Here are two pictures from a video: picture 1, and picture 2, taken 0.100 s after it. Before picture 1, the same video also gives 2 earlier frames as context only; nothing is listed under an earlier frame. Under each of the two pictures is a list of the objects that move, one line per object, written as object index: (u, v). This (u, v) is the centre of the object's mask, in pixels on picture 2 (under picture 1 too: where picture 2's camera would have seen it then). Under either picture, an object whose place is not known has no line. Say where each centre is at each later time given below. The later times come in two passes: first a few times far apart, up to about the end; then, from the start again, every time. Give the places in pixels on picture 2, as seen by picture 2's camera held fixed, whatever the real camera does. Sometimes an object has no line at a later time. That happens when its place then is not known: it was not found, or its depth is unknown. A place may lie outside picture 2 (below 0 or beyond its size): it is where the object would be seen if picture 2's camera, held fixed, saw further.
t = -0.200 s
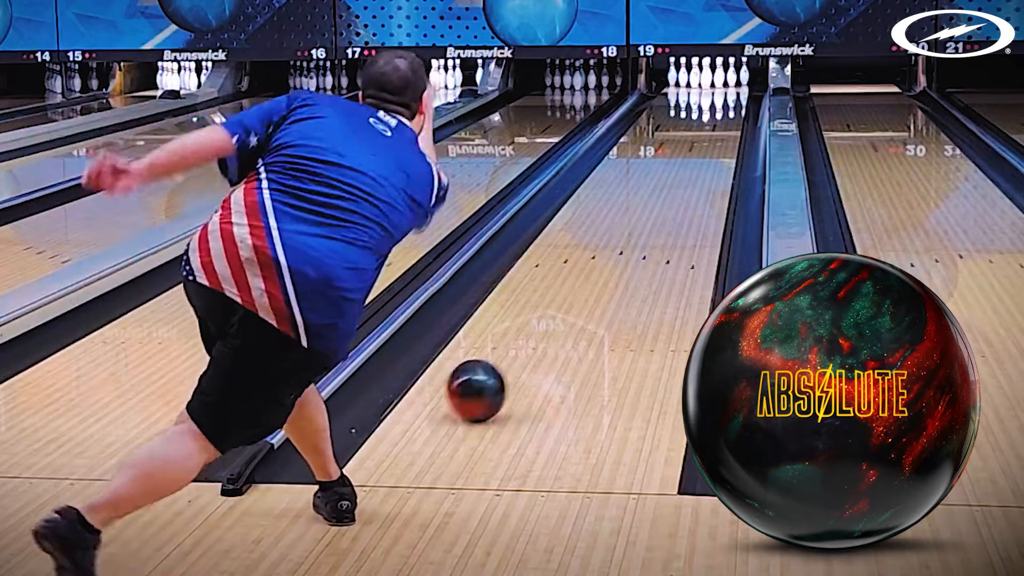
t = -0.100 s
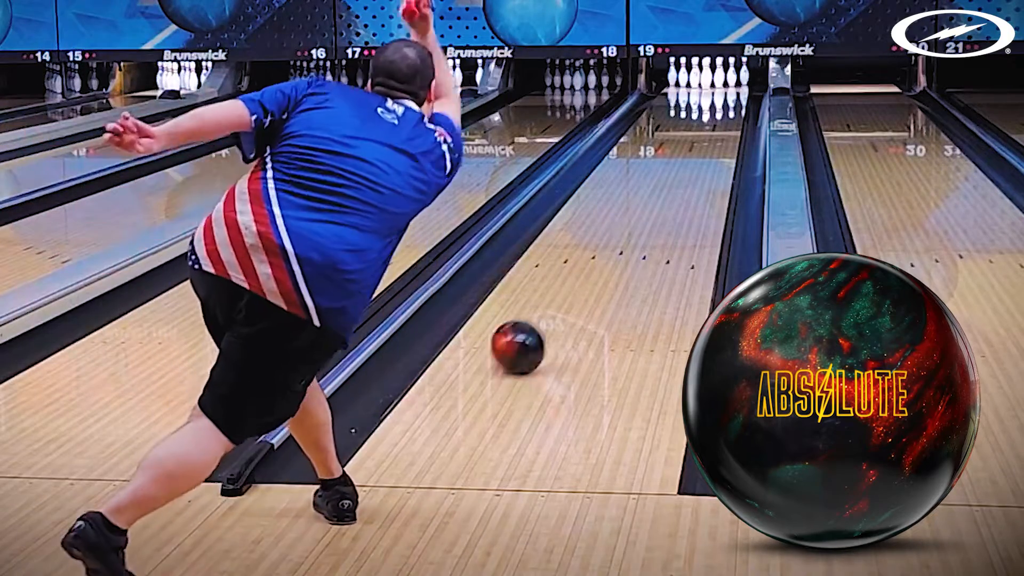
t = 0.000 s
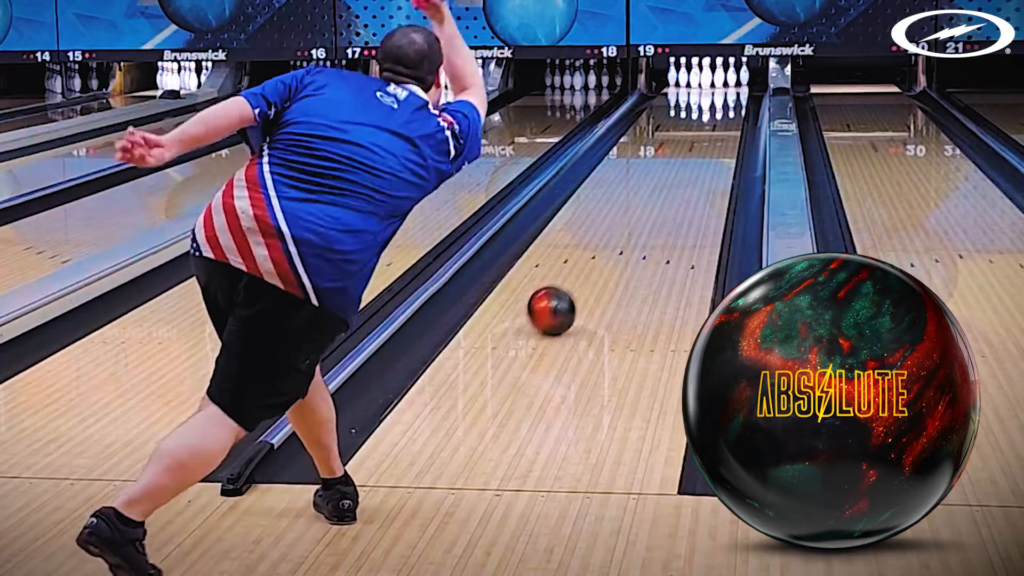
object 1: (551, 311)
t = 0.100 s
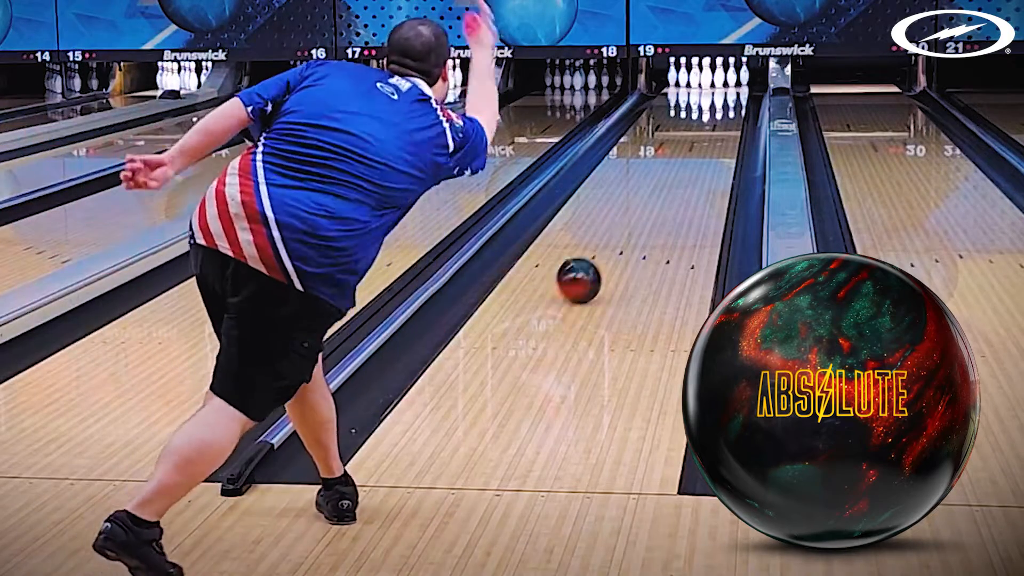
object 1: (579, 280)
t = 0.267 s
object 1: (615, 240)
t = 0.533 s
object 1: (657, 194)
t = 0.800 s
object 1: (686, 161)
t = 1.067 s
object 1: (706, 136)
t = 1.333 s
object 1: (720, 118)
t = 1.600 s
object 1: (728, 103)
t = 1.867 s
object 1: (727, 91)
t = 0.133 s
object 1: (587, 271)
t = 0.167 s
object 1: (595, 263)
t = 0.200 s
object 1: (602, 255)
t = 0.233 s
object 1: (609, 247)
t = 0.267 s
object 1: (615, 240)
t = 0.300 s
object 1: (622, 234)
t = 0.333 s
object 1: (627, 227)
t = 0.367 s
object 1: (633, 221)
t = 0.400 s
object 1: (638, 215)
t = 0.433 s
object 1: (643, 209)
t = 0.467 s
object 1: (648, 204)
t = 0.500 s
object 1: (653, 198)
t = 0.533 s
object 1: (657, 194)
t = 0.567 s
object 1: (661, 189)
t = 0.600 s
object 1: (665, 184)
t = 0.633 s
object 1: (669, 180)
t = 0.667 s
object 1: (673, 176)
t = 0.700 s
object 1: (676, 172)
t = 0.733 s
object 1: (679, 168)
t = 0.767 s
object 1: (683, 164)
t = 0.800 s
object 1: (686, 161)
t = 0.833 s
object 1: (689, 157)
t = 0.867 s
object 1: (691, 154)
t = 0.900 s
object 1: (694, 151)
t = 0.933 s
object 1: (697, 148)
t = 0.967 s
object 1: (699, 145)
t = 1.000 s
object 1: (701, 142)
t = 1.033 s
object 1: (704, 139)
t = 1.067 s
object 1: (706, 136)
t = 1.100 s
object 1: (708, 134)
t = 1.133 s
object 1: (710, 131)
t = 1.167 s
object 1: (712, 129)
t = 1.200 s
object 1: (714, 126)
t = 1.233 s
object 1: (716, 124)
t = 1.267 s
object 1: (717, 121)
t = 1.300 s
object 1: (719, 120)
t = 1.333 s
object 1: (720, 118)
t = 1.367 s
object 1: (721, 115)
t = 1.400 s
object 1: (723, 113)
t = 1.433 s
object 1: (724, 111)
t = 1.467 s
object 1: (725, 109)
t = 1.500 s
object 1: (726, 108)
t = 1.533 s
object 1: (727, 106)
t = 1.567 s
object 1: (728, 104)
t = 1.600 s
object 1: (728, 103)
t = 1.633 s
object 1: (729, 101)
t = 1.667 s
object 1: (729, 99)
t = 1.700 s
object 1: (729, 98)
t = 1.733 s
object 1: (729, 96)
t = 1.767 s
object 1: (728, 95)
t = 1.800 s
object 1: (728, 93)
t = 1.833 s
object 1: (728, 92)
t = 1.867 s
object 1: (727, 91)
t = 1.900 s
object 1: (726, 89)
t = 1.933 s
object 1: (725, 88)
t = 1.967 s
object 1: (724, 87)
